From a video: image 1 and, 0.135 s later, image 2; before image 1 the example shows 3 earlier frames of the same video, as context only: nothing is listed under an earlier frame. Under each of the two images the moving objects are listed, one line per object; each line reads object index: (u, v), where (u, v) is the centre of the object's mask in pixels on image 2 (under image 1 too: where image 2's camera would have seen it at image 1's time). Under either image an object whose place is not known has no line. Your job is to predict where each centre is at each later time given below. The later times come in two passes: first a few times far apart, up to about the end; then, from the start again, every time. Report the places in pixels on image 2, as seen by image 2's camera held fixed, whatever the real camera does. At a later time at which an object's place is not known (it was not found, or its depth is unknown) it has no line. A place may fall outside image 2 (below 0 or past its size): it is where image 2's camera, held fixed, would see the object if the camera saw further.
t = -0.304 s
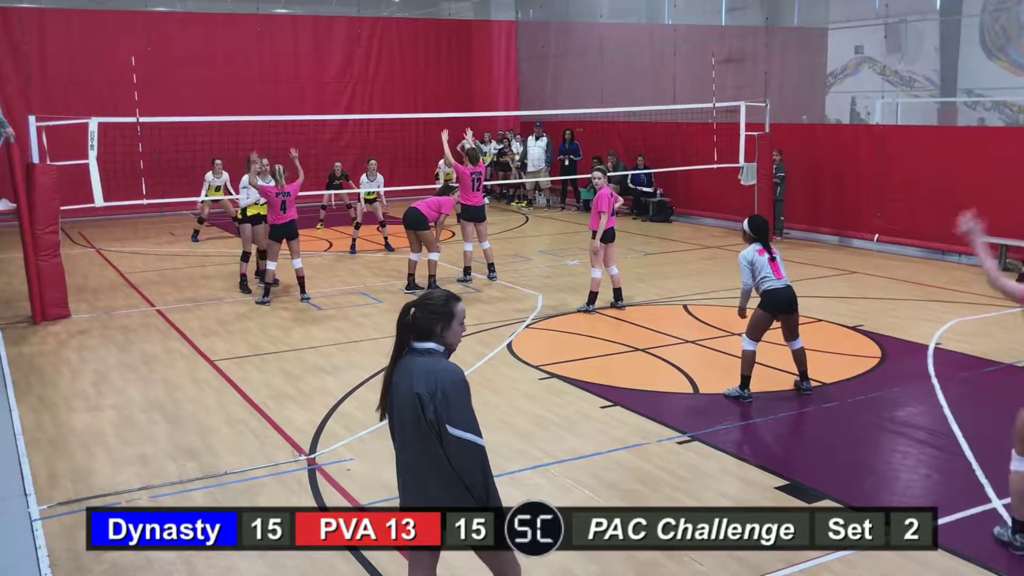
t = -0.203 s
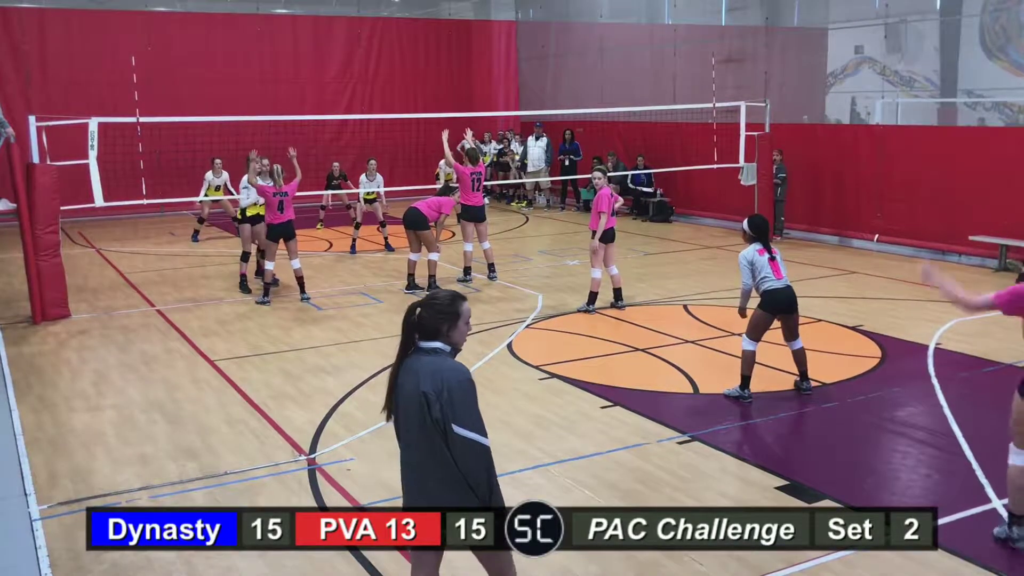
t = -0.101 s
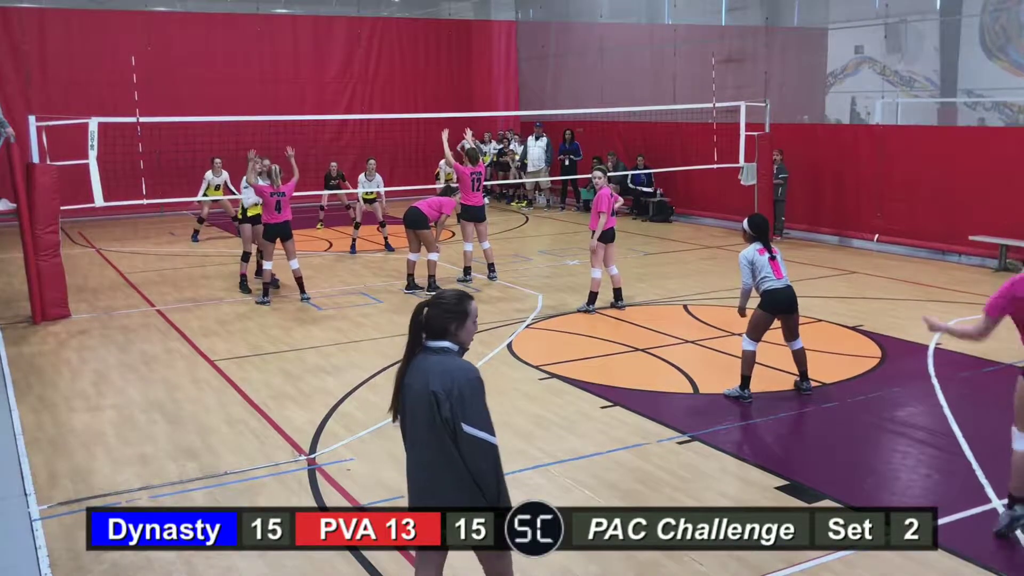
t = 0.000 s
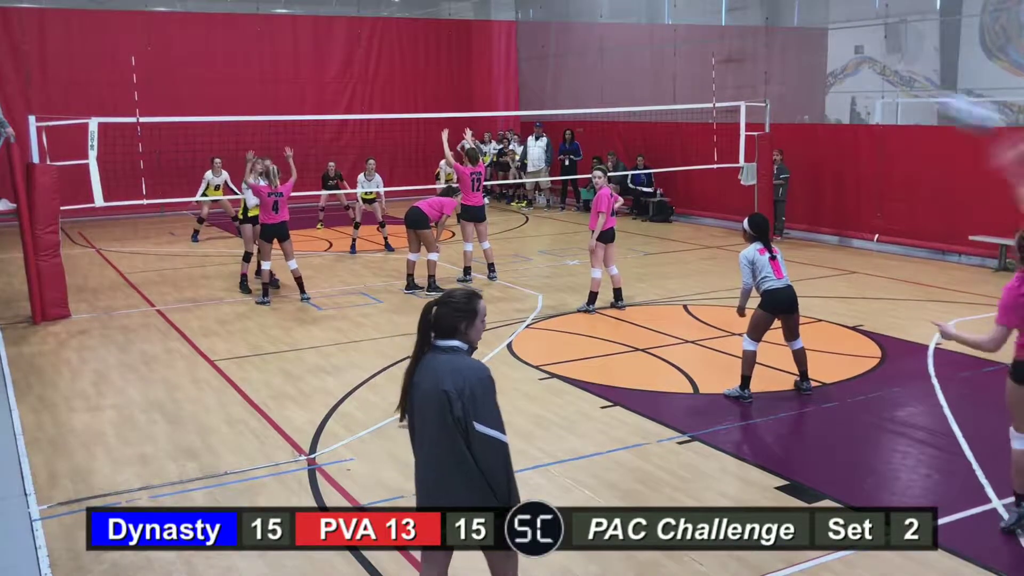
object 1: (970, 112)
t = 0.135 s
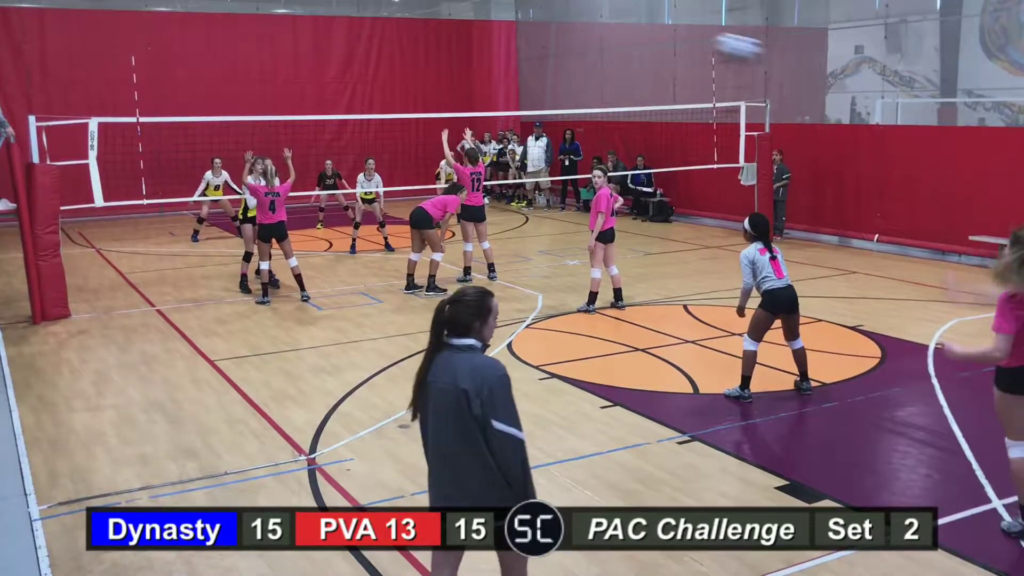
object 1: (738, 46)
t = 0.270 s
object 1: (603, 22)
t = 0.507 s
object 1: (465, 26)
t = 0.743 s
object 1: (383, 65)
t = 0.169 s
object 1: (696, 38)
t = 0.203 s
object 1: (662, 30)
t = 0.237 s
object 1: (631, 25)
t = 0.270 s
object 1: (603, 22)
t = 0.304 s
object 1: (576, 19)
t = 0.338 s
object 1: (555, 18)
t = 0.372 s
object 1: (534, 18)
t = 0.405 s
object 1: (515, 19)
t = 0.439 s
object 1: (498, 20)
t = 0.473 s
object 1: (481, 23)
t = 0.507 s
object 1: (465, 26)
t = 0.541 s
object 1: (452, 30)
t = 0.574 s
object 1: (438, 34)
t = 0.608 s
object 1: (426, 39)
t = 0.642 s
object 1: (414, 45)
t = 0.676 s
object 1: (404, 51)
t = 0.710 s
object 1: (393, 58)
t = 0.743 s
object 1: (383, 65)
